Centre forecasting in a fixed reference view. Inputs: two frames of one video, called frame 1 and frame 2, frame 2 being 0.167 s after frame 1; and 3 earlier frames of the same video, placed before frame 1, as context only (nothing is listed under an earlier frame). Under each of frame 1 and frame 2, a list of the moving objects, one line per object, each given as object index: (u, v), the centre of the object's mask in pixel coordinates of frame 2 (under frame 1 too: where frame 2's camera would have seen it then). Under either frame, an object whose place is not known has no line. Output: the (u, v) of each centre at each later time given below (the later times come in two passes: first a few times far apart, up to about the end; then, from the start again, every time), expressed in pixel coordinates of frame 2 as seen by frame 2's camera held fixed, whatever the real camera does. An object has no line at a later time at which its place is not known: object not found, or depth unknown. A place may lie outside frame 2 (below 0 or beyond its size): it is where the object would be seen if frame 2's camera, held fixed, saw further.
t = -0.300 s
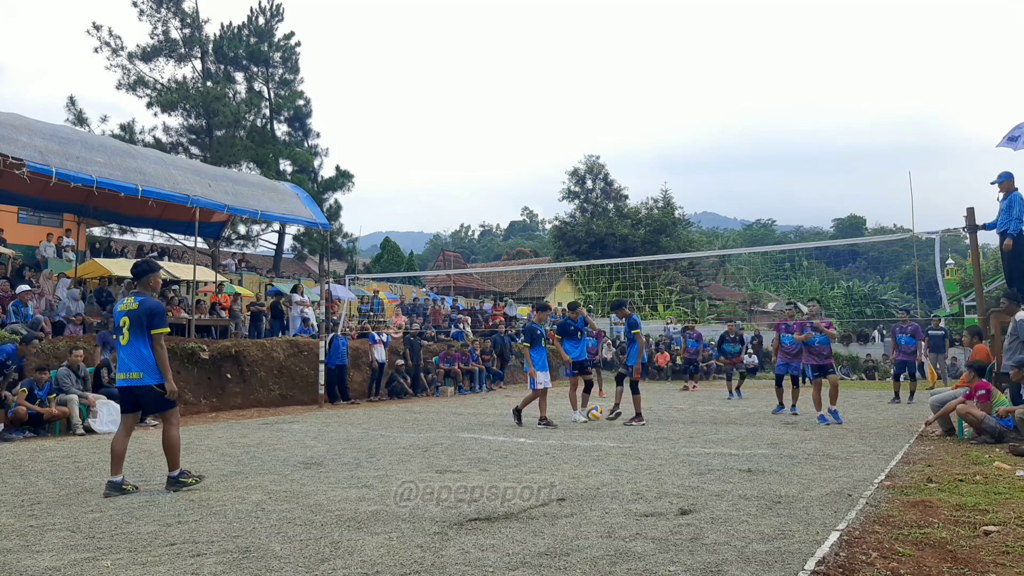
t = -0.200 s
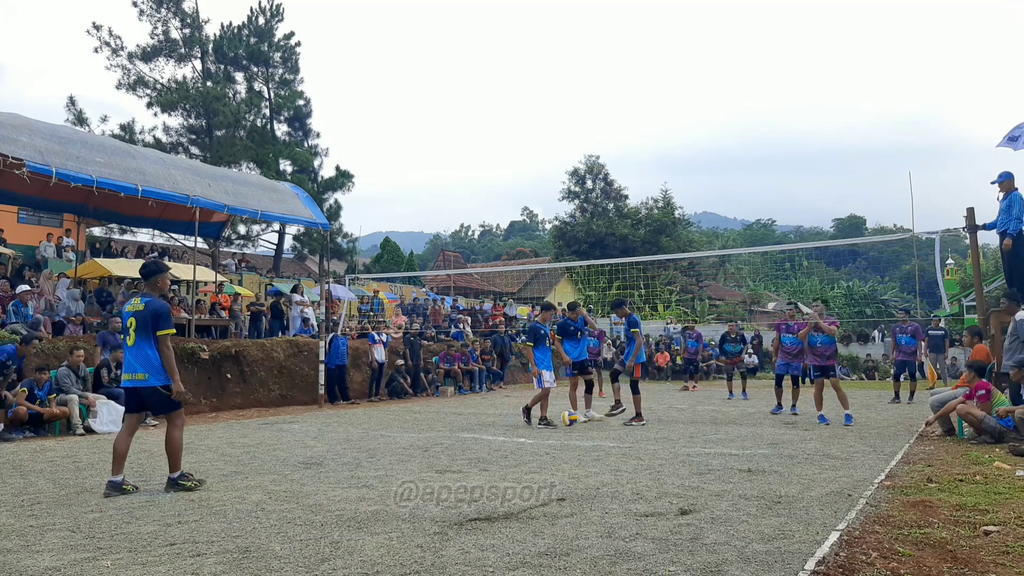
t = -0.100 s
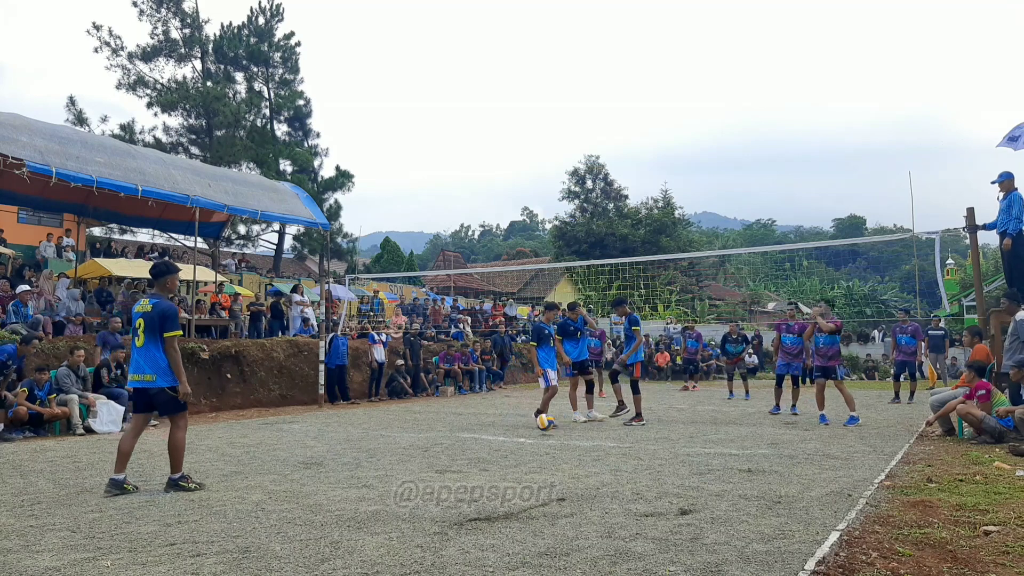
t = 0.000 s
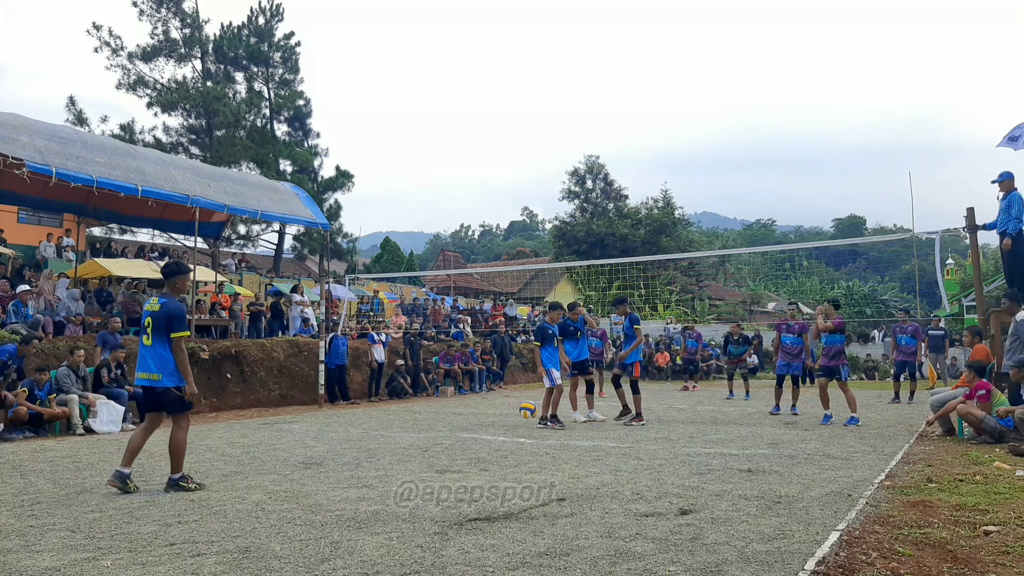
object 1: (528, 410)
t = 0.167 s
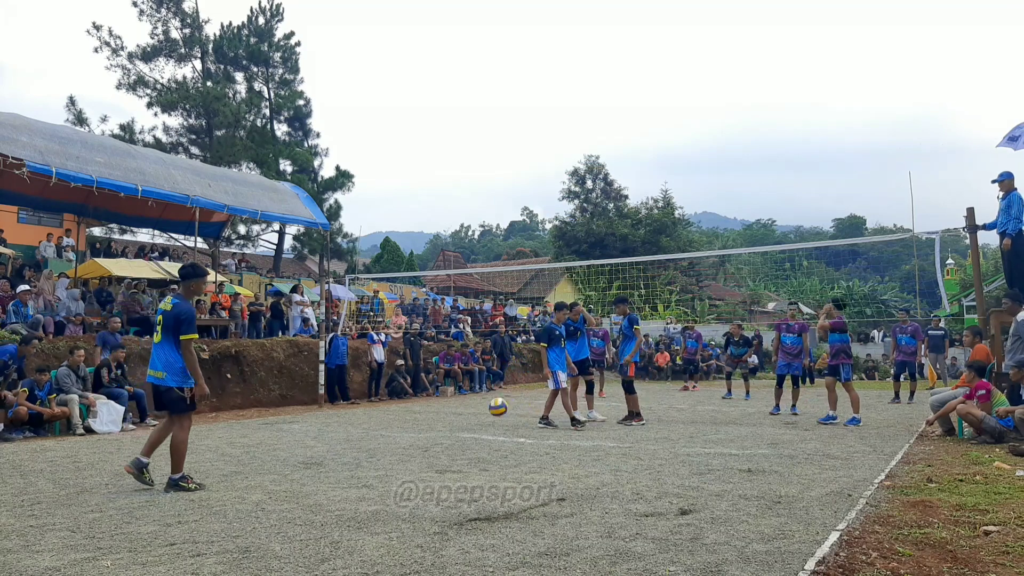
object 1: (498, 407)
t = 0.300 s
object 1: (472, 424)
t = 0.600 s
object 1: (404, 432)
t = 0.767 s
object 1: (359, 454)
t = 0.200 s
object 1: (492, 410)
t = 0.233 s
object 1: (485, 413)
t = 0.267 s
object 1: (479, 419)
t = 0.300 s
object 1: (472, 424)
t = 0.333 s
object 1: (466, 432)
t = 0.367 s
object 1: (458, 440)
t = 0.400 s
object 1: (452, 437)
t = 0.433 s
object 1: (444, 433)
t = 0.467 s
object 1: (436, 430)
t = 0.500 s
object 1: (429, 429)
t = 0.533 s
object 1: (420, 429)
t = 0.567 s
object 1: (413, 430)
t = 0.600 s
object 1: (404, 432)
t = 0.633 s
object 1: (396, 435)
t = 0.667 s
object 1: (387, 441)
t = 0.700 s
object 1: (378, 448)
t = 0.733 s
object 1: (369, 455)
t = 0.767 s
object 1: (359, 454)
